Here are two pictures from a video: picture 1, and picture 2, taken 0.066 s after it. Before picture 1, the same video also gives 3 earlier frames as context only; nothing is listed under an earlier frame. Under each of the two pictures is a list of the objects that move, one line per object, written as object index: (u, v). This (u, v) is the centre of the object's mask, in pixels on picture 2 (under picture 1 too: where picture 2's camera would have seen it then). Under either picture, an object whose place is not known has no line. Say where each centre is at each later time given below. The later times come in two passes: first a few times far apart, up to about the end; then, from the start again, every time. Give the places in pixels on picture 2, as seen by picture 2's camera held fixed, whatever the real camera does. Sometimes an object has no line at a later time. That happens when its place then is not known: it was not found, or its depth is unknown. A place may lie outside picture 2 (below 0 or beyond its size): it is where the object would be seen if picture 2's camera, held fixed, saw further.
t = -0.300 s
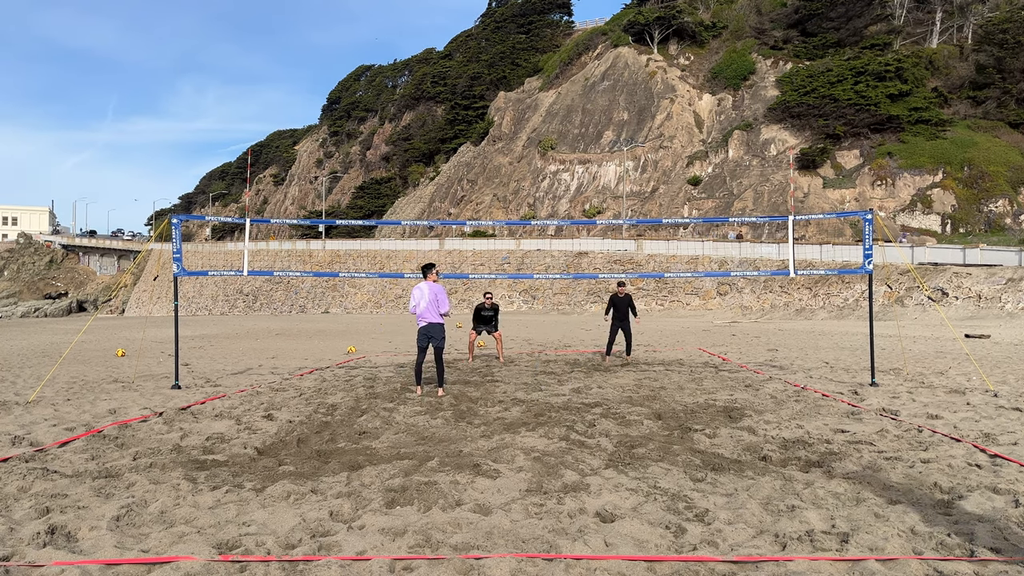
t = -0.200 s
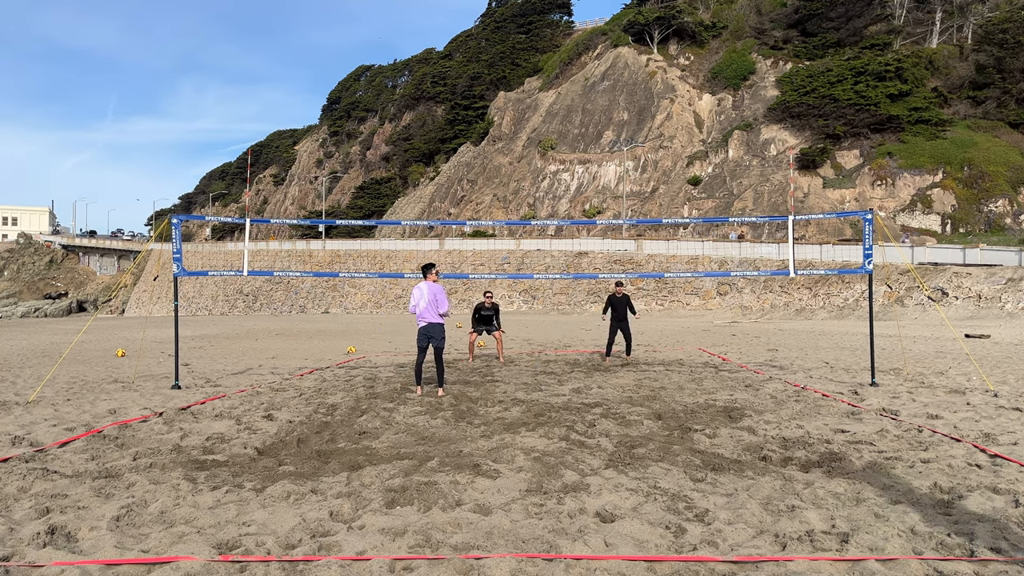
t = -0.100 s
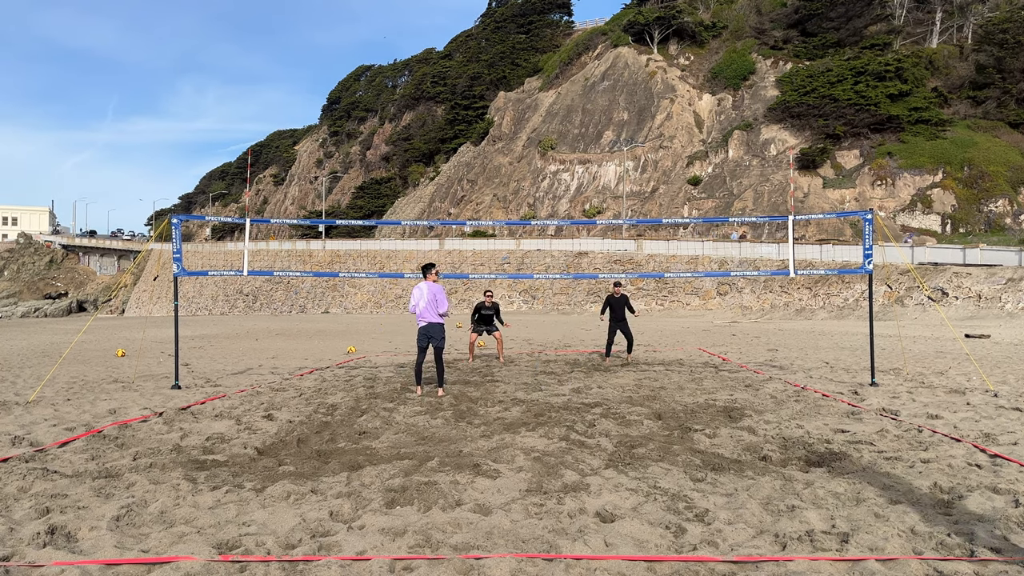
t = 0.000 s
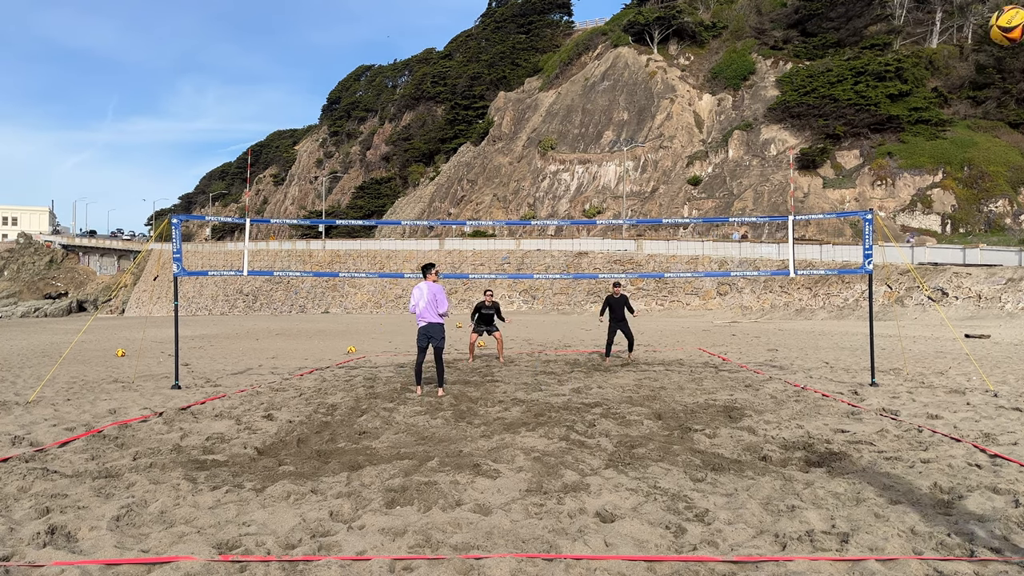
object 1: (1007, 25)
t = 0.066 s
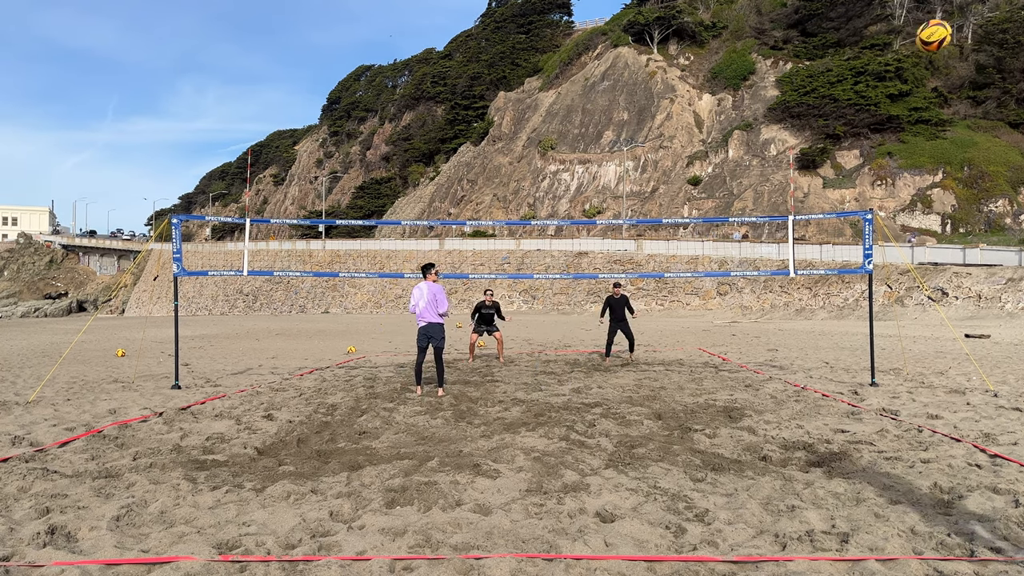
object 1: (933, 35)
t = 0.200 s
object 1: (835, 67)
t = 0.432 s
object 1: (745, 128)
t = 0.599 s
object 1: (709, 173)
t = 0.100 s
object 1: (903, 43)
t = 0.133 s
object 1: (878, 50)
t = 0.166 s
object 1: (855, 59)
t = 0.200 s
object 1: (835, 67)
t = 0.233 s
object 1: (818, 76)
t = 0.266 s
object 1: (802, 85)
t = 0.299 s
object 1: (788, 94)
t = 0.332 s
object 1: (775, 102)
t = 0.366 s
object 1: (764, 111)
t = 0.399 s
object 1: (754, 119)
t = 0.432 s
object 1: (745, 128)
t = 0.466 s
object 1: (735, 137)
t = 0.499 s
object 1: (728, 146)
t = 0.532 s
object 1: (721, 154)
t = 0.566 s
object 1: (714, 164)
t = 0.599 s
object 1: (709, 173)
